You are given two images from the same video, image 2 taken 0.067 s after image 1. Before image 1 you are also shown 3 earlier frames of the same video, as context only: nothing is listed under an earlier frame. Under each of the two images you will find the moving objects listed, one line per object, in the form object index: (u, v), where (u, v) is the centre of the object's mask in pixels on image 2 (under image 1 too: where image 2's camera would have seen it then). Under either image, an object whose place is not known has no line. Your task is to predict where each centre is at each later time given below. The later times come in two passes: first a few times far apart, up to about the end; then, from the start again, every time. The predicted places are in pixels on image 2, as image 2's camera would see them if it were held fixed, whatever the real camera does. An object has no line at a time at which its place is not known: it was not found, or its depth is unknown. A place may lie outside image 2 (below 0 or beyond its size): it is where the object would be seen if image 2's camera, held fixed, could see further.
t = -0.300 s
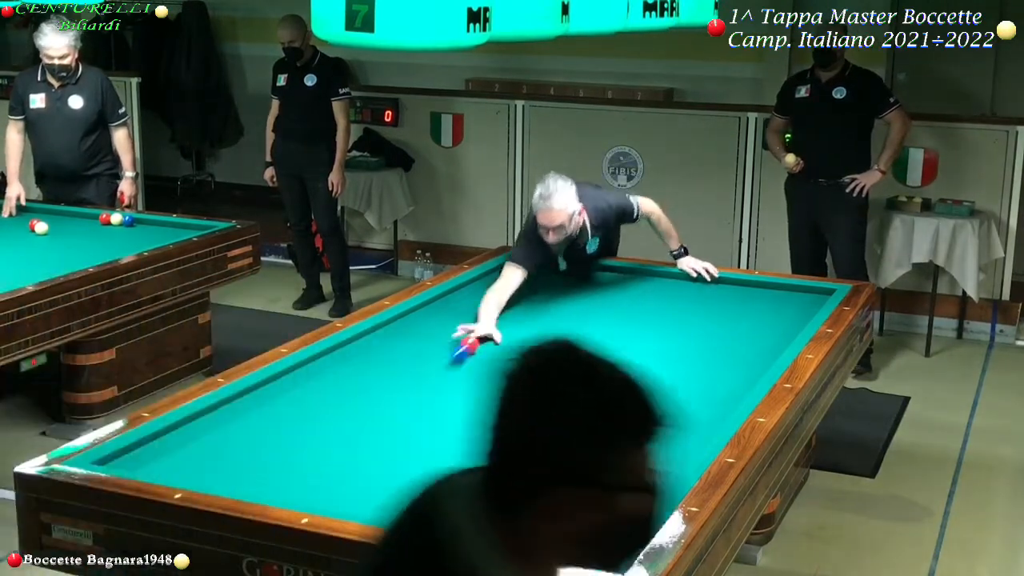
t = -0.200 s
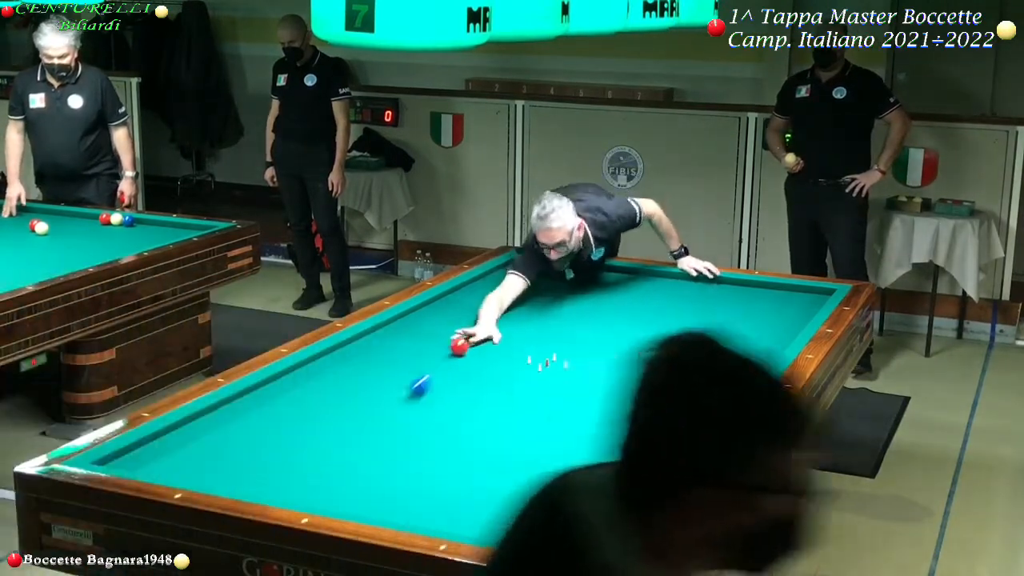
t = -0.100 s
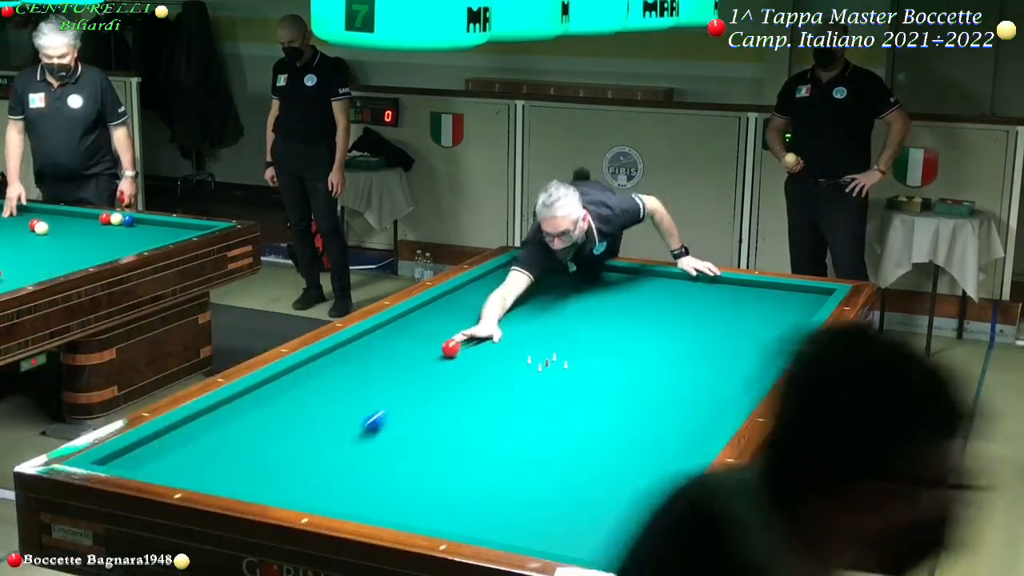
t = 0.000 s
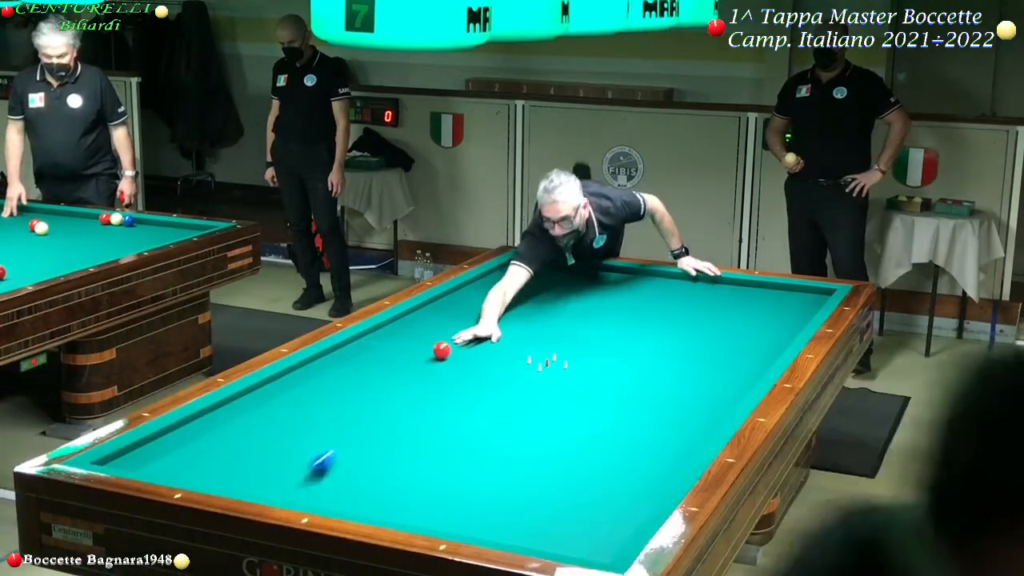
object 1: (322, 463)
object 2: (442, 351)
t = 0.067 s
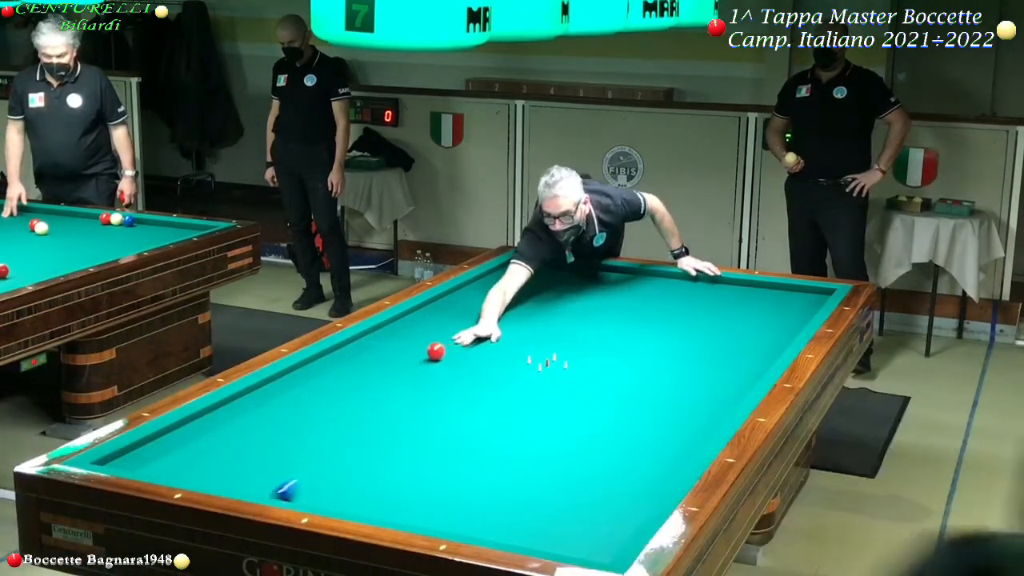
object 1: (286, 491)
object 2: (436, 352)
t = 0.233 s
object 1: (366, 448)
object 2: (421, 355)
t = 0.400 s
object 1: (436, 408)
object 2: (406, 358)
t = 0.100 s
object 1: (293, 489)
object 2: (433, 352)
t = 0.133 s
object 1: (313, 479)
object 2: (430, 353)
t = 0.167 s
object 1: (332, 468)
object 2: (427, 354)
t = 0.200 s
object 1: (350, 457)
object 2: (424, 354)
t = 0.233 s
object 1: (366, 448)
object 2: (421, 355)
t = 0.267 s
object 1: (381, 438)
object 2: (418, 355)
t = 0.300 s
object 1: (397, 430)
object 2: (415, 356)
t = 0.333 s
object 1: (410, 422)
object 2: (412, 356)
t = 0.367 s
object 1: (423, 414)
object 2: (409, 357)
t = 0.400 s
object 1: (436, 408)
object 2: (406, 358)
